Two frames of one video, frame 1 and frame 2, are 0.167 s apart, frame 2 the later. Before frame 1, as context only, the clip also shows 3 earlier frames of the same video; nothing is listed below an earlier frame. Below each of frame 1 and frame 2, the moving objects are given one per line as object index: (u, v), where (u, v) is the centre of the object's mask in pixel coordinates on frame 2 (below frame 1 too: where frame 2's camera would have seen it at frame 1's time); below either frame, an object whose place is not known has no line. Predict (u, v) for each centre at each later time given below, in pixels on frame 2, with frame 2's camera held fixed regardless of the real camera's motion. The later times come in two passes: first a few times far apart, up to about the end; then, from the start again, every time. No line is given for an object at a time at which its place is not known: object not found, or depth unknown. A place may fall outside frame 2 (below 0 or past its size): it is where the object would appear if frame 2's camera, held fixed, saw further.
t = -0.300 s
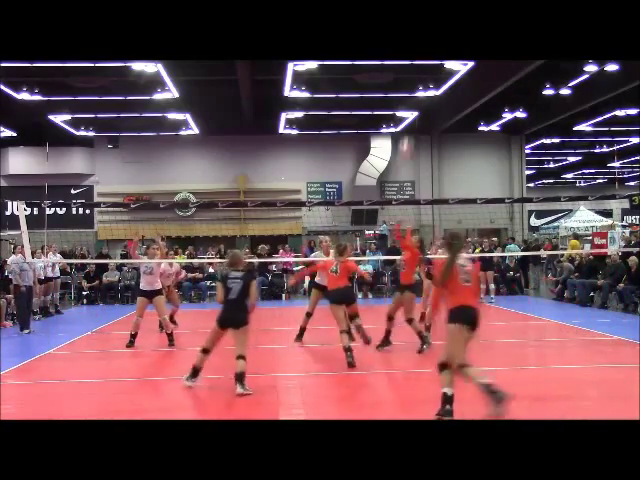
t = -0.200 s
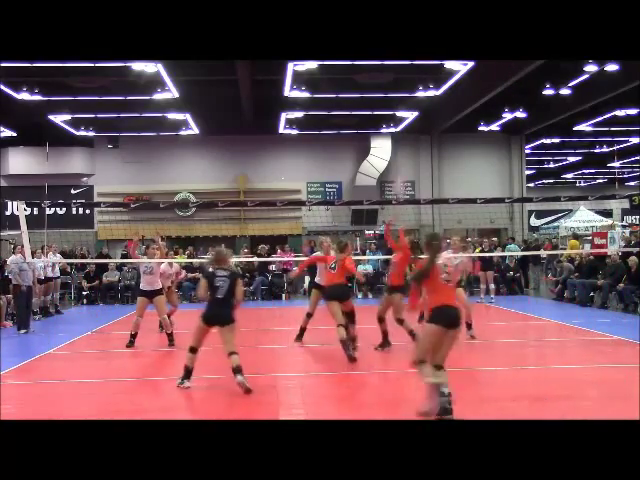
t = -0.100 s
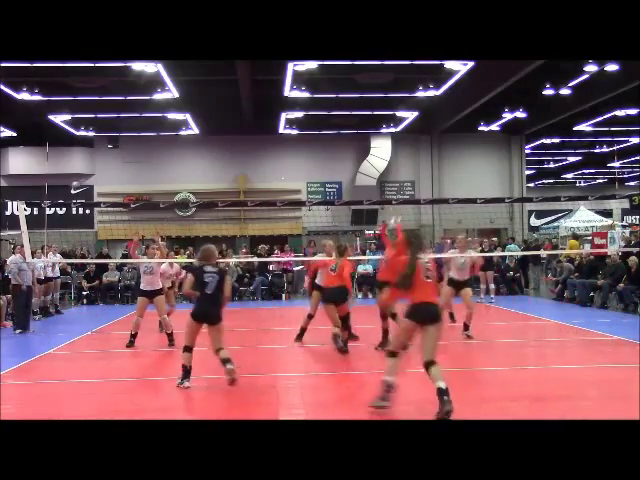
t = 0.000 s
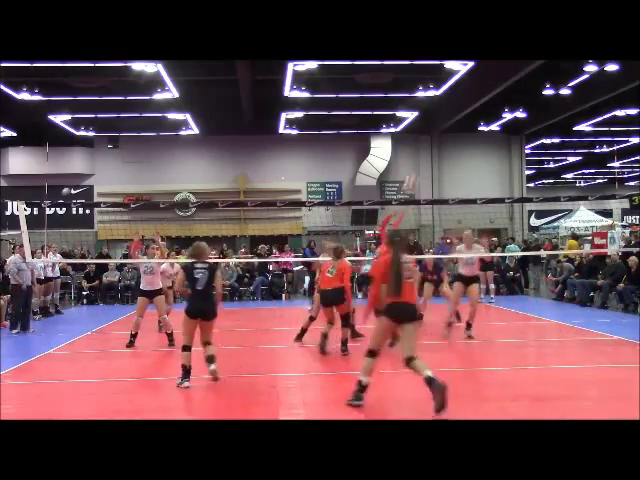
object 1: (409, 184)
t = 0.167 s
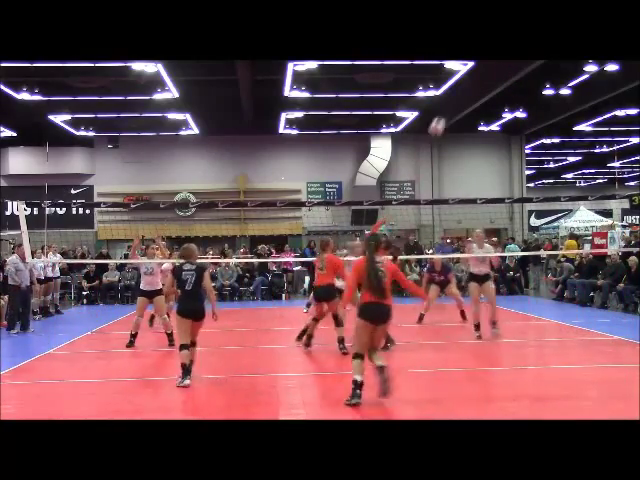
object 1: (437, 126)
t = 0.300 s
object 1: (457, 94)
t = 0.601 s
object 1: (502, 66)
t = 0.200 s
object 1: (442, 117)
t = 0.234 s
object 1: (447, 109)
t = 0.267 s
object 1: (452, 101)
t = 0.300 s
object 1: (457, 94)
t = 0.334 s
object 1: (462, 88)
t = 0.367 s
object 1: (467, 83)
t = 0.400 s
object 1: (471, 78)
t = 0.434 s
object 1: (477, 73)
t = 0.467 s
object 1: (482, 71)
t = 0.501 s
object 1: (488, 68)
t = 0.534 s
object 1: (492, 67)
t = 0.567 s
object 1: (497, 66)
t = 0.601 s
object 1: (502, 66)
